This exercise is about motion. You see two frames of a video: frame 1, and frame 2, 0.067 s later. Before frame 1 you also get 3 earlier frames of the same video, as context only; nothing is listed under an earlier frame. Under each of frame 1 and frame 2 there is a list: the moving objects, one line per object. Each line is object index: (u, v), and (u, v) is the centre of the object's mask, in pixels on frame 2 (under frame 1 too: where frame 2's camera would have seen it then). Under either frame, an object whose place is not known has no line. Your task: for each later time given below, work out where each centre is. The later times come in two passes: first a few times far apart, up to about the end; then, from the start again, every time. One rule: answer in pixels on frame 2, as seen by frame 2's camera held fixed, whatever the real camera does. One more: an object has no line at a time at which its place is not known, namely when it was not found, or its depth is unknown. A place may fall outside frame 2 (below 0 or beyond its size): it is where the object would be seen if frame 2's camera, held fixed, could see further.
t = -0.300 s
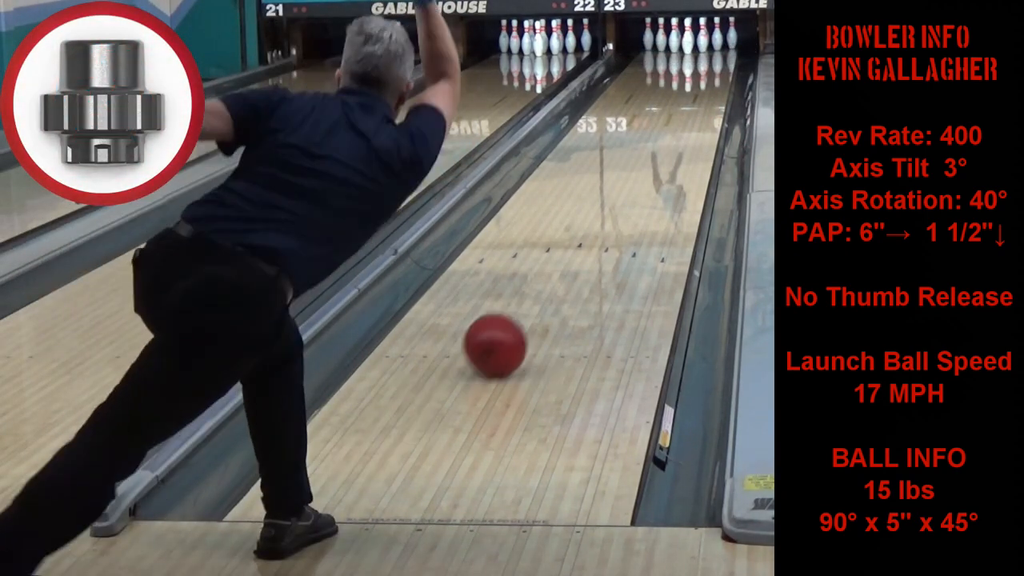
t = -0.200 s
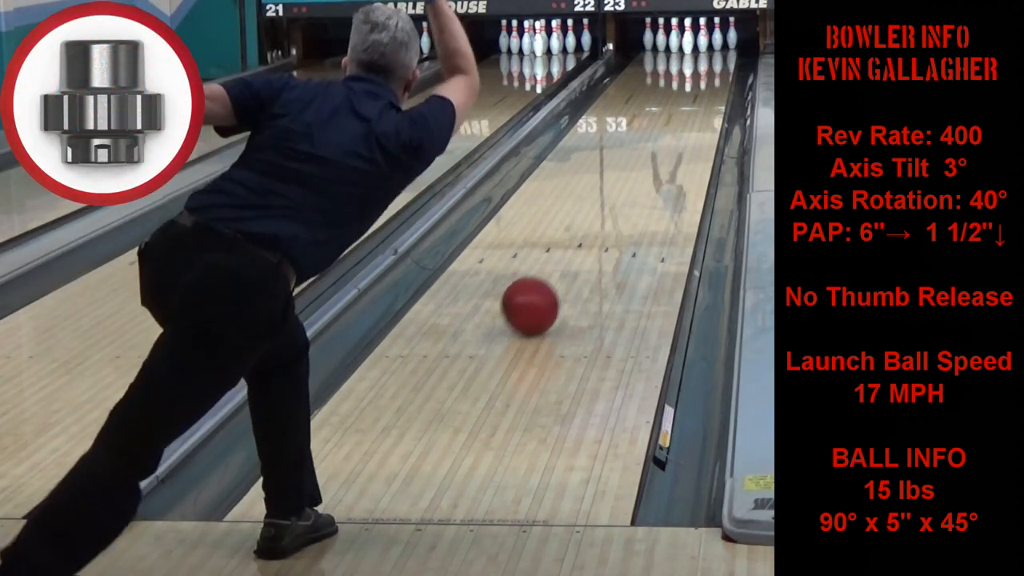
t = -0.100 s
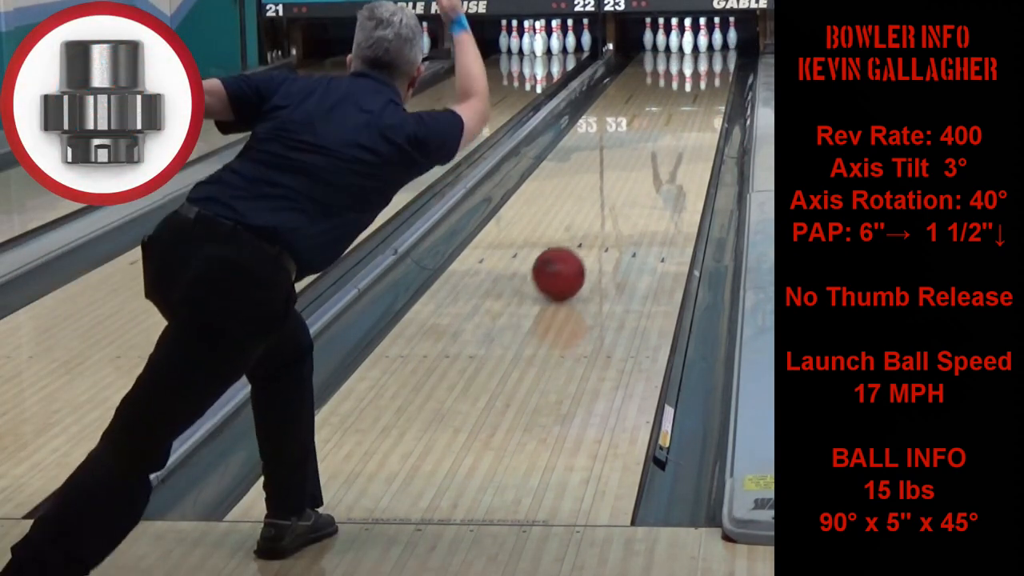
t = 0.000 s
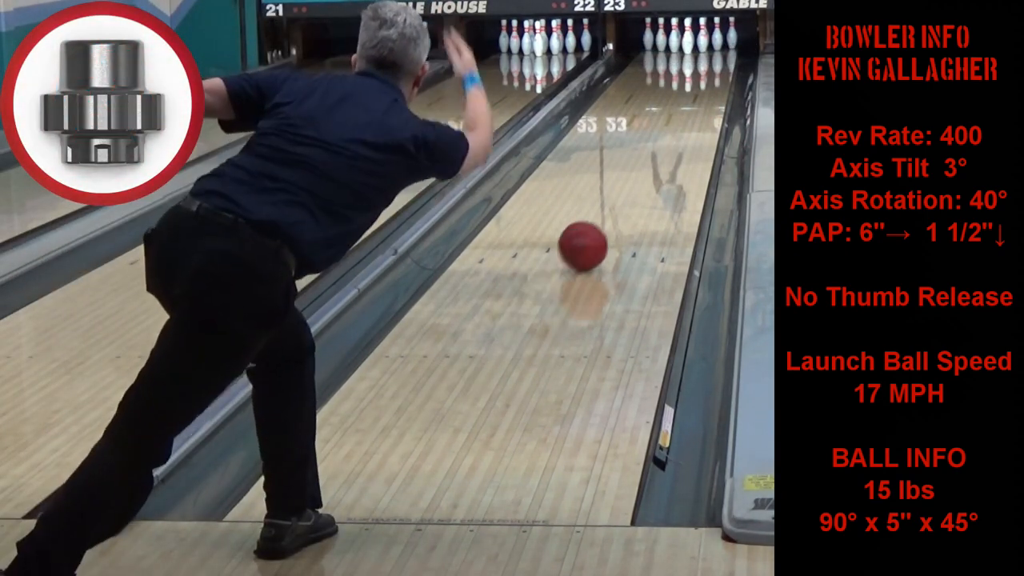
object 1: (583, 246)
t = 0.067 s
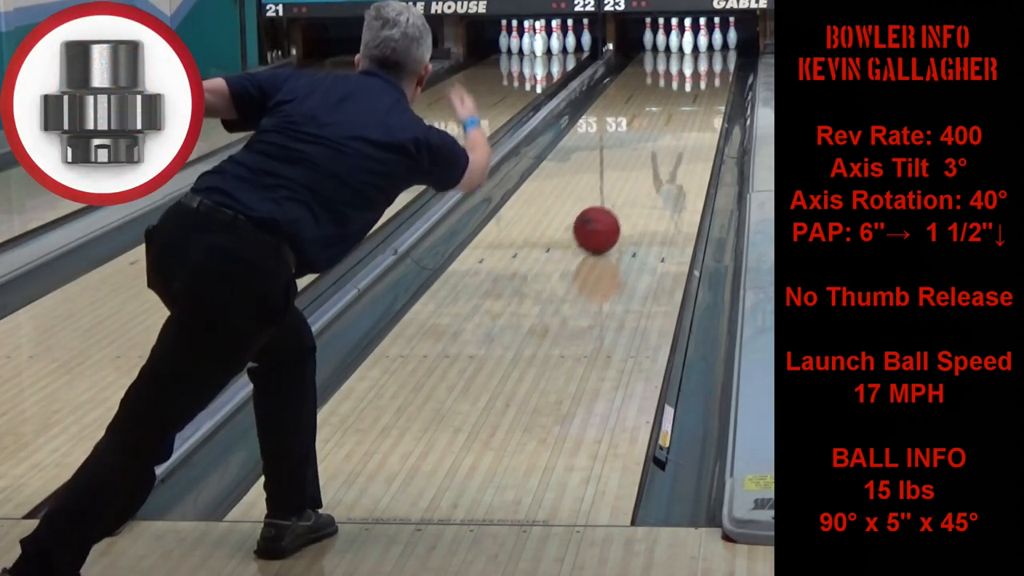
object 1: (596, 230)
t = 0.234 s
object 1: (626, 196)
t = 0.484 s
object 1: (658, 156)
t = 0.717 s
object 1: (679, 128)
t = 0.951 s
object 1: (694, 105)
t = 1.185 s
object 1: (704, 87)
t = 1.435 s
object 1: (709, 72)
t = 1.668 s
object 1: (708, 61)
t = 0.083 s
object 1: (600, 226)
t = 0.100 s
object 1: (603, 222)
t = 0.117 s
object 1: (606, 219)
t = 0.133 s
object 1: (609, 215)
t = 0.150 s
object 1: (612, 212)
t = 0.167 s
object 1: (615, 209)
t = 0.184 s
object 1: (618, 205)
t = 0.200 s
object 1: (620, 202)
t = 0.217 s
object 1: (623, 199)
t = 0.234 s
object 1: (626, 196)
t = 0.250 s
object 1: (628, 193)
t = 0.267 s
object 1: (630, 190)
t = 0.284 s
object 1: (633, 187)
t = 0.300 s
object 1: (635, 184)
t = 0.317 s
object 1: (638, 181)
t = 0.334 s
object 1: (640, 178)
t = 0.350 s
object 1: (642, 176)
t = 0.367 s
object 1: (644, 173)
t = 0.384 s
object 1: (646, 170)
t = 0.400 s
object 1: (648, 168)
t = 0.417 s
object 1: (650, 165)
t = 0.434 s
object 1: (652, 163)
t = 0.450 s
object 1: (654, 161)
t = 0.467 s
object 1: (656, 158)
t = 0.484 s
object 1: (658, 156)
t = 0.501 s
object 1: (659, 154)
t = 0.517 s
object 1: (661, 152)
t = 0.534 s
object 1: (663, 150)
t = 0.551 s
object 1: (664, 147)
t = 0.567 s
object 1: (666, 145)
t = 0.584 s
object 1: (667, 143)
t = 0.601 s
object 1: (669, 141)
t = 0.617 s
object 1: (670, 139)
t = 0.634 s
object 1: (672, 137)
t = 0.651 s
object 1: (673, 135)
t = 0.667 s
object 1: (675, 133)
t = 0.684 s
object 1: (676, 132)
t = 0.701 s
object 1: (677, 130)
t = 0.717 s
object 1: (679, 128)
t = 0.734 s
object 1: (680, 126)
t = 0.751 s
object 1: (681, 124)
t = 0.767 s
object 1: (682, 123)
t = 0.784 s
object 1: (683, 121)
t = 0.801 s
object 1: (684, 119)
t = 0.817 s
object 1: (686, 118)
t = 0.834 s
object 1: (687, 116)
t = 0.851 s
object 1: (688, 114)
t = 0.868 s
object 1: (689, 113)
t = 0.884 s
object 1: (690, 111)
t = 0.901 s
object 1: (691, 110)
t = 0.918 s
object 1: (692, 108)
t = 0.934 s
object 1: (693, 107)
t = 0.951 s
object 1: (694, 105)
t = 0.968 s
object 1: (695, 104)
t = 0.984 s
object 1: (695, 102)
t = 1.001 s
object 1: (696, 101)
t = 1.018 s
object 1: (697, 99)
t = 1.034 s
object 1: (698, 98)
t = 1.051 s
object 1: (699, 97)
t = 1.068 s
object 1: (699, 96)
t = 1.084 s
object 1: (700, 94)
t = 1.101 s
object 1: (701, 93)
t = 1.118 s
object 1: (701, 92)
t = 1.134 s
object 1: (702, 91)
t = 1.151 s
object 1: (703, 90)
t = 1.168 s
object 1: (703, 89)
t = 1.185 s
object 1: (704, 87)
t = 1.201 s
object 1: (704, 86)
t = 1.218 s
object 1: (705, 85)
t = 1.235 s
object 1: (705, 84)
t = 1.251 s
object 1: (706, 83)
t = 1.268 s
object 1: (706, 82)
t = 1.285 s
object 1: (707, 80)
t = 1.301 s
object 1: (707, 79)
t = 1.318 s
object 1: (707, 78)
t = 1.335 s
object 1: (707, 77)
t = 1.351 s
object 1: (708, 76)
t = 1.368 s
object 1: (708, 76)
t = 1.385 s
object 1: (708, 75)
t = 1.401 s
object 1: (709, 74)
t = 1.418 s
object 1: (709, 73)
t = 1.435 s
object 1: (709, 72)
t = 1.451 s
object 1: (709, 71)
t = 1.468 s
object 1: (709, 70)
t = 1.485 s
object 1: (709, 69)
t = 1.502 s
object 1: (709, 69)
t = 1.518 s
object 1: (709, 68)
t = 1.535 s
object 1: (709, 66)
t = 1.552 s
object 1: (709, 66)
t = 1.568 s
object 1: (709, 65)
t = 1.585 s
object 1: (709, 64)
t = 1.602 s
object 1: (709, 63)
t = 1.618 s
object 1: (708, 63)
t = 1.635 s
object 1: (708, 62)
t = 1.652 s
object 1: (708, 61)
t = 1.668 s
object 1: (708, 61)
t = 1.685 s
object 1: (708, 60)
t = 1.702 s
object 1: (707, 59)
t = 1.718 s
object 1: (707, 58)
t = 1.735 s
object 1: (707, 57)
